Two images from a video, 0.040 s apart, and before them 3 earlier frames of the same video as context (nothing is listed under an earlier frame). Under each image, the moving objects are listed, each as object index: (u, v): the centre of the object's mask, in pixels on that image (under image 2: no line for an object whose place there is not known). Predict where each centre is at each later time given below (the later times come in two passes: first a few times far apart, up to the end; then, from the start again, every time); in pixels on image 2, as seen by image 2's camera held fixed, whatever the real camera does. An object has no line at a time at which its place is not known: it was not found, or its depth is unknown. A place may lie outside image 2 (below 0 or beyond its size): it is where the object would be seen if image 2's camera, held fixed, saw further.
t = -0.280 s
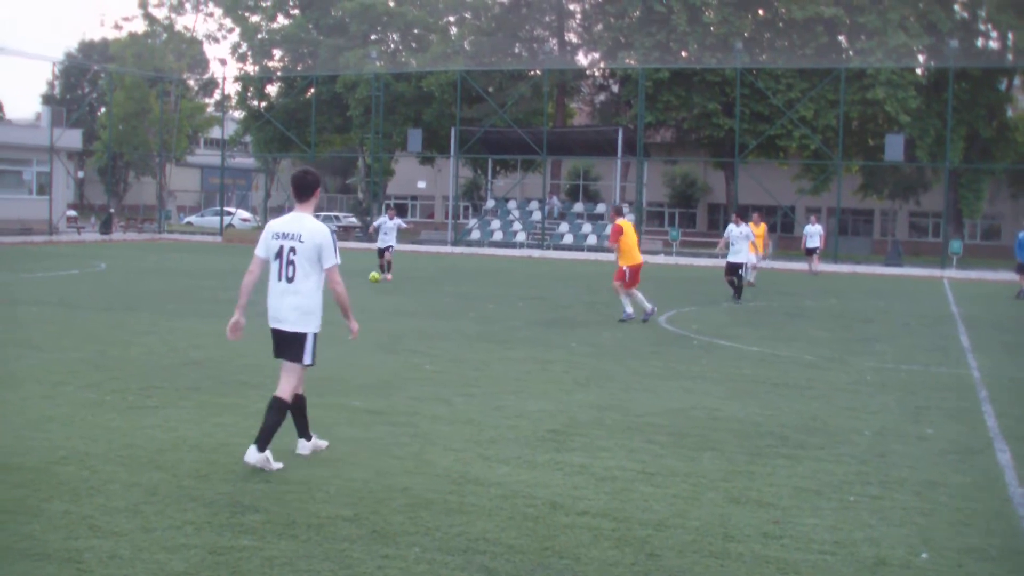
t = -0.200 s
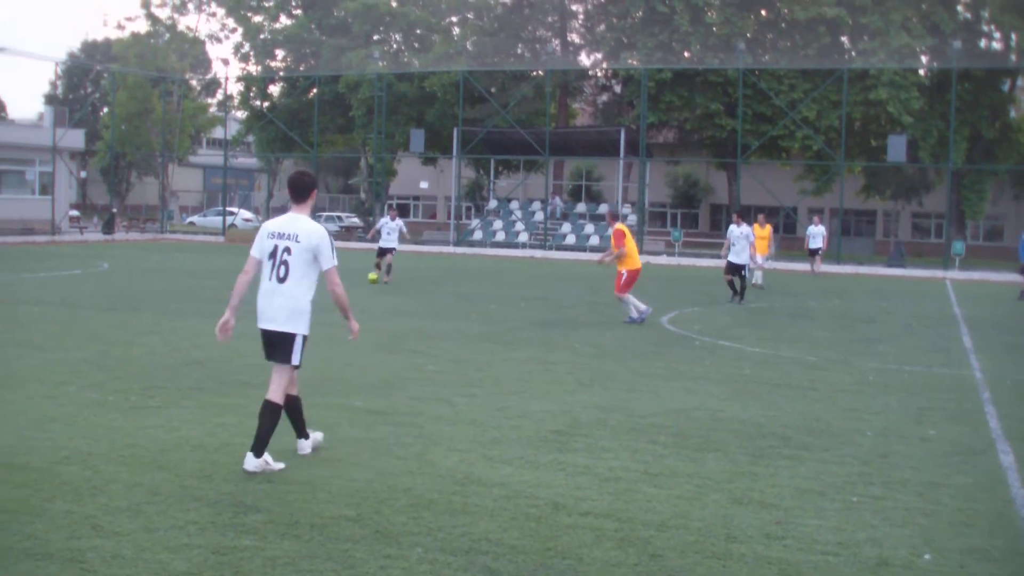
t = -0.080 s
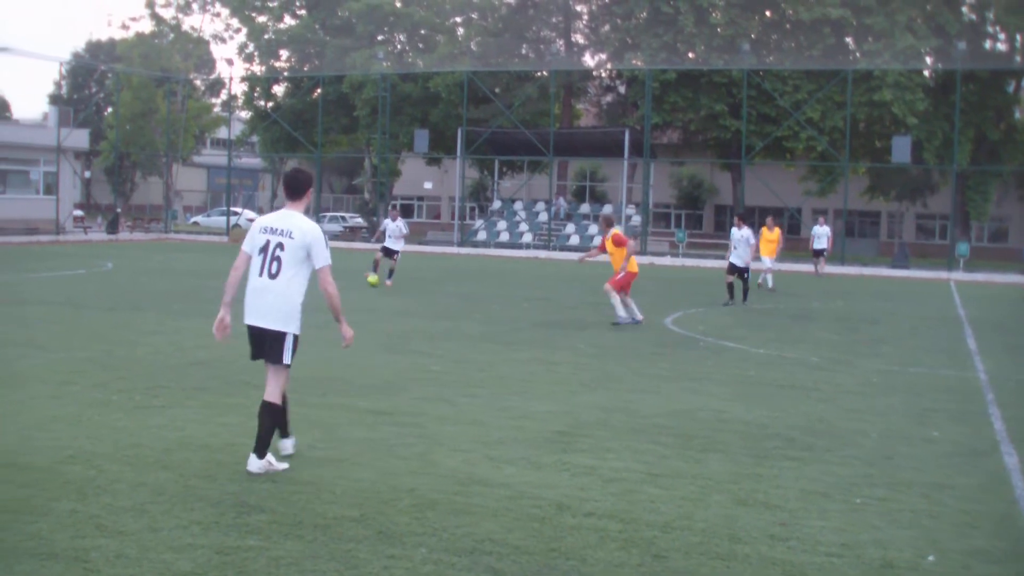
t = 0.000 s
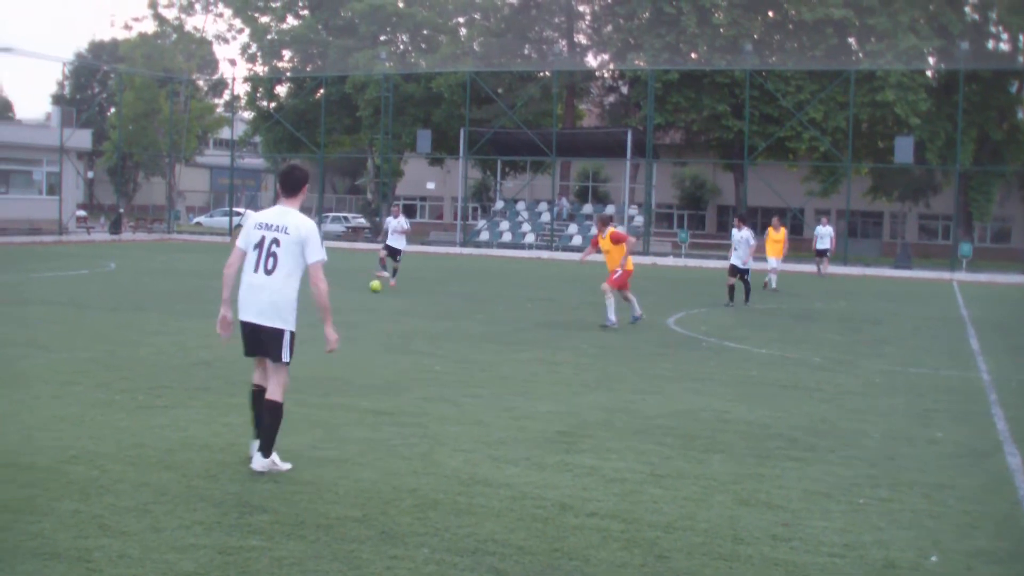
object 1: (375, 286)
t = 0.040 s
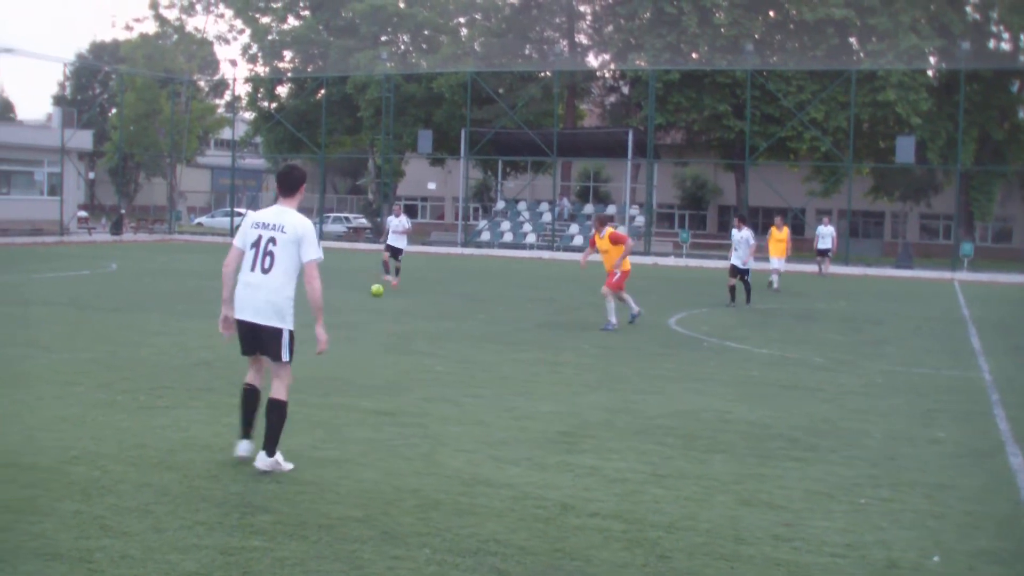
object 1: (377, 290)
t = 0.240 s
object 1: (379, 305)
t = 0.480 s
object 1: (384, 320)
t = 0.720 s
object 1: (393, 346)
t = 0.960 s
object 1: (404, 379)
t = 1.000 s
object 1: (406, 385)
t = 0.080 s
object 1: (377, 291)
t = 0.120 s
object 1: (377, 292)
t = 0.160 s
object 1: (377, 296)
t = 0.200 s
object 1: (377, 300)
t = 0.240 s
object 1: (379, 305)
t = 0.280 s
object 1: (379, 306)
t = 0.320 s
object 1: (380, 309)
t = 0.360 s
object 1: (381, 314)
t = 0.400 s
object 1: (382, 319)
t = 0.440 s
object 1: (383, 319)
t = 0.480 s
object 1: (384, 320)
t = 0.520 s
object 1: (386, 323)
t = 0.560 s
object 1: (387, 327)
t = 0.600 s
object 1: (389, 334)
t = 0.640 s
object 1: (390, 342)
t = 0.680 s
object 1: (391, 344)
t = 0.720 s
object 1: (393, 346)
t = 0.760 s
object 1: (394, 350)
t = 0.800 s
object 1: (396, 356)
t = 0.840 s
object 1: (398, 364)
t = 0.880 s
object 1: (400, 373)
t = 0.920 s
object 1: (402, 375)
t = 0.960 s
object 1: (404, 379)
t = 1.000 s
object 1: (406, 385)
